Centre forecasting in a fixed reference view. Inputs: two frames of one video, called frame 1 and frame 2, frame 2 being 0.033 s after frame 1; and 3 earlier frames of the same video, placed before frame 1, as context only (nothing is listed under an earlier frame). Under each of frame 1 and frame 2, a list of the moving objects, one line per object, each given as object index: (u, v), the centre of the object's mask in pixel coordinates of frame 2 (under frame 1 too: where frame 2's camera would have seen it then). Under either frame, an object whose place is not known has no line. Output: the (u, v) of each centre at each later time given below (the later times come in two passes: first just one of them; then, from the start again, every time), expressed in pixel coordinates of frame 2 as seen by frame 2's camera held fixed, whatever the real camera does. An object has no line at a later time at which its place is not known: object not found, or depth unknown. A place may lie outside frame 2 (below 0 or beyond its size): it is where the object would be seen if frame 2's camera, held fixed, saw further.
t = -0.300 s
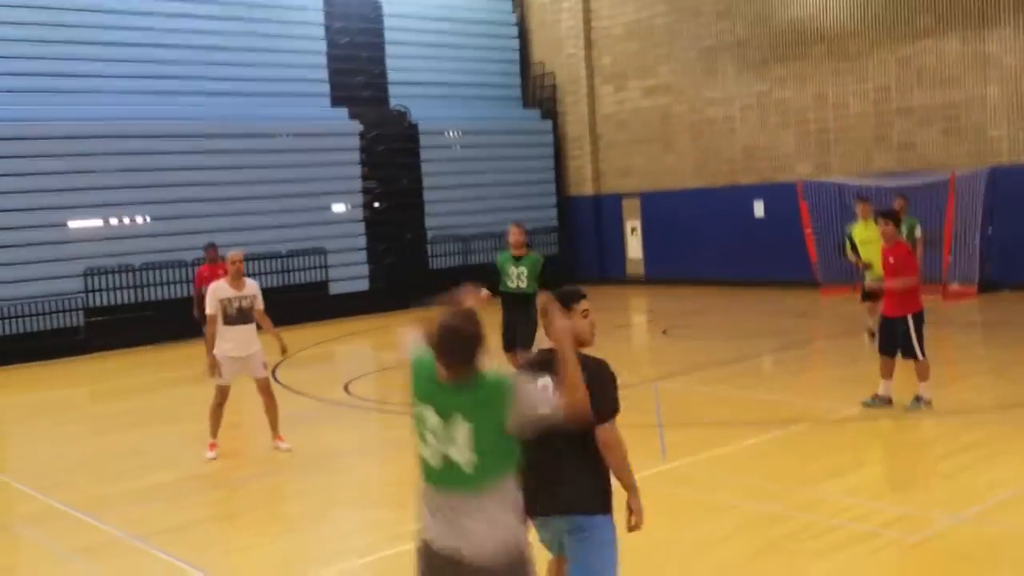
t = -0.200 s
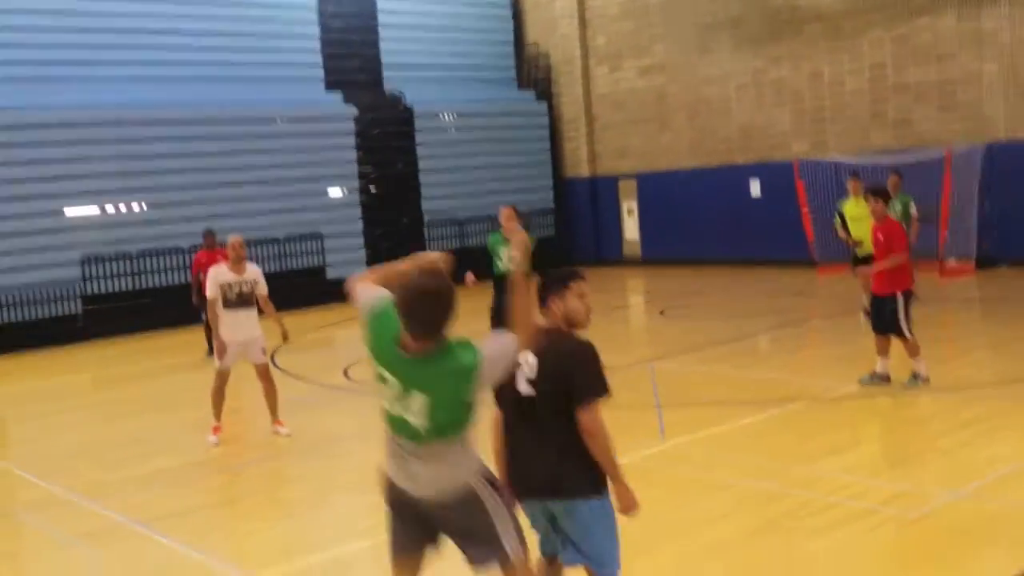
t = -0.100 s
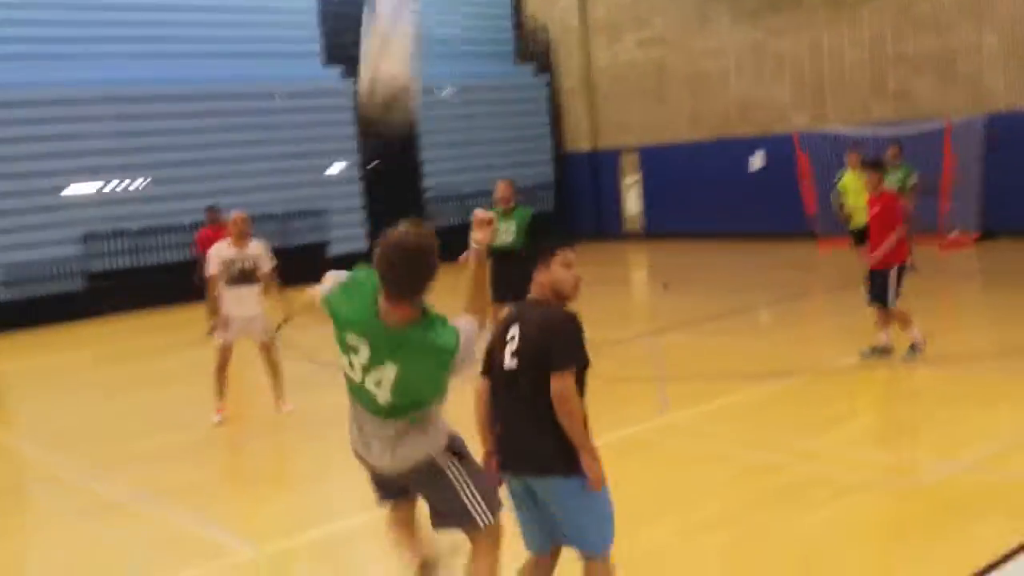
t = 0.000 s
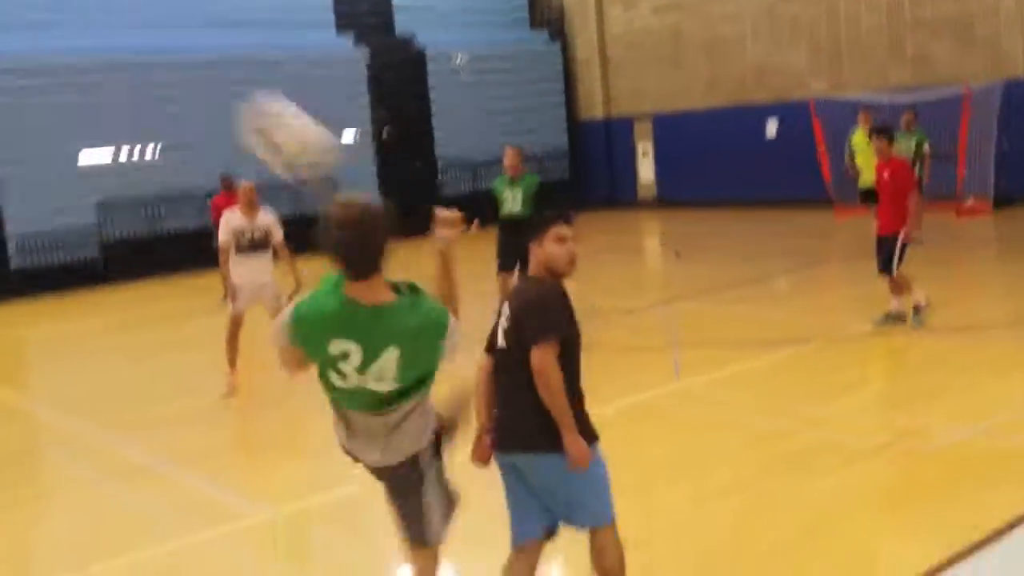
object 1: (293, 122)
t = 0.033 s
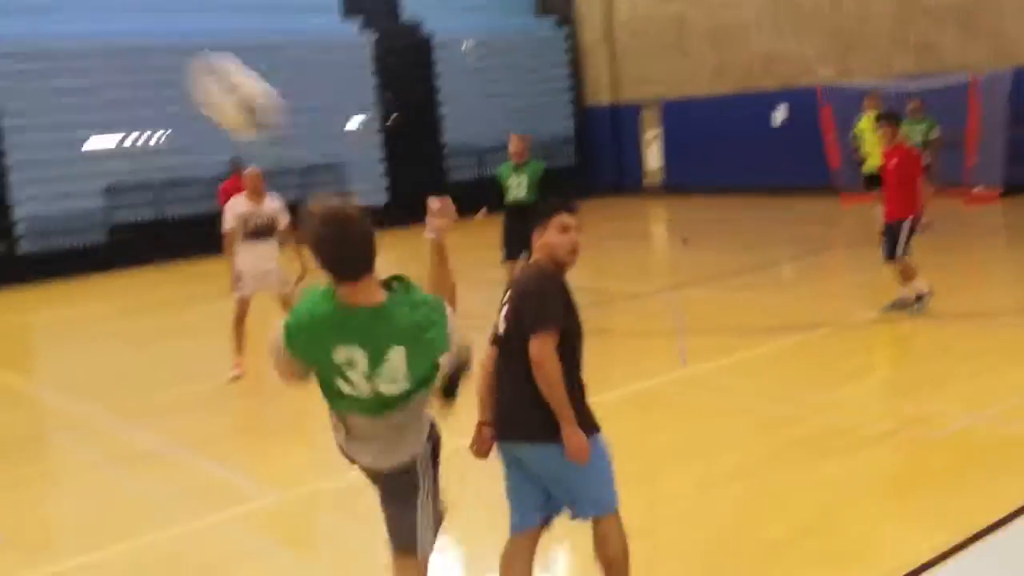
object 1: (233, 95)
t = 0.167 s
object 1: (28, 44)
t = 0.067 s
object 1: (178, 72)
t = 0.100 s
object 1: (128, 55)
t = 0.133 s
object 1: (75, 46)
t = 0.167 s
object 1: (28, 44)
